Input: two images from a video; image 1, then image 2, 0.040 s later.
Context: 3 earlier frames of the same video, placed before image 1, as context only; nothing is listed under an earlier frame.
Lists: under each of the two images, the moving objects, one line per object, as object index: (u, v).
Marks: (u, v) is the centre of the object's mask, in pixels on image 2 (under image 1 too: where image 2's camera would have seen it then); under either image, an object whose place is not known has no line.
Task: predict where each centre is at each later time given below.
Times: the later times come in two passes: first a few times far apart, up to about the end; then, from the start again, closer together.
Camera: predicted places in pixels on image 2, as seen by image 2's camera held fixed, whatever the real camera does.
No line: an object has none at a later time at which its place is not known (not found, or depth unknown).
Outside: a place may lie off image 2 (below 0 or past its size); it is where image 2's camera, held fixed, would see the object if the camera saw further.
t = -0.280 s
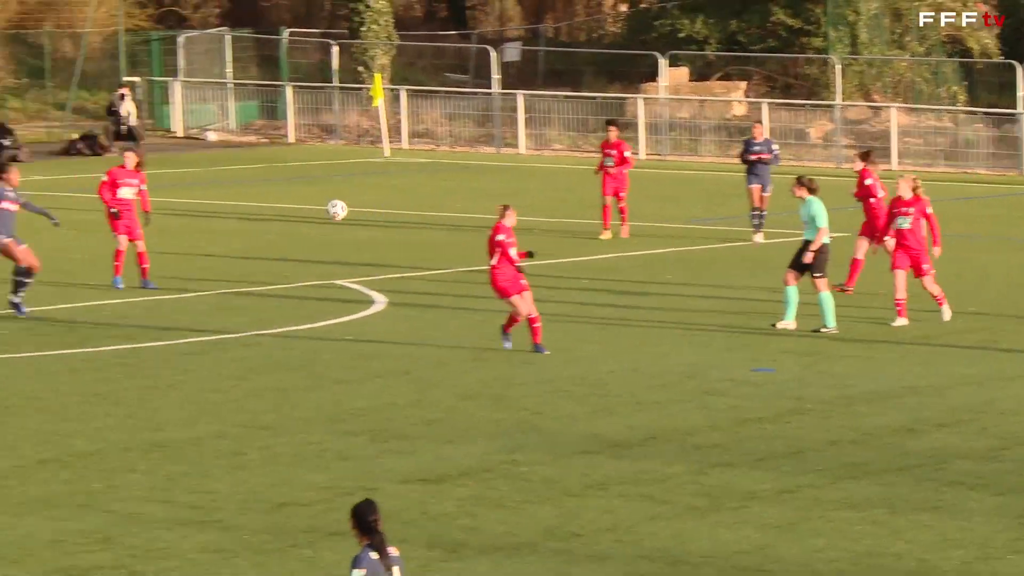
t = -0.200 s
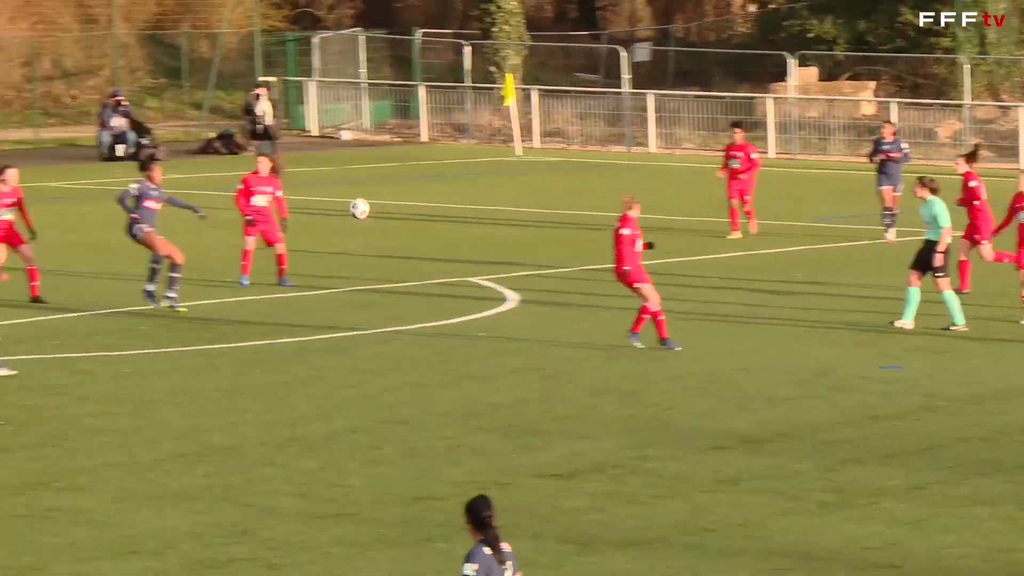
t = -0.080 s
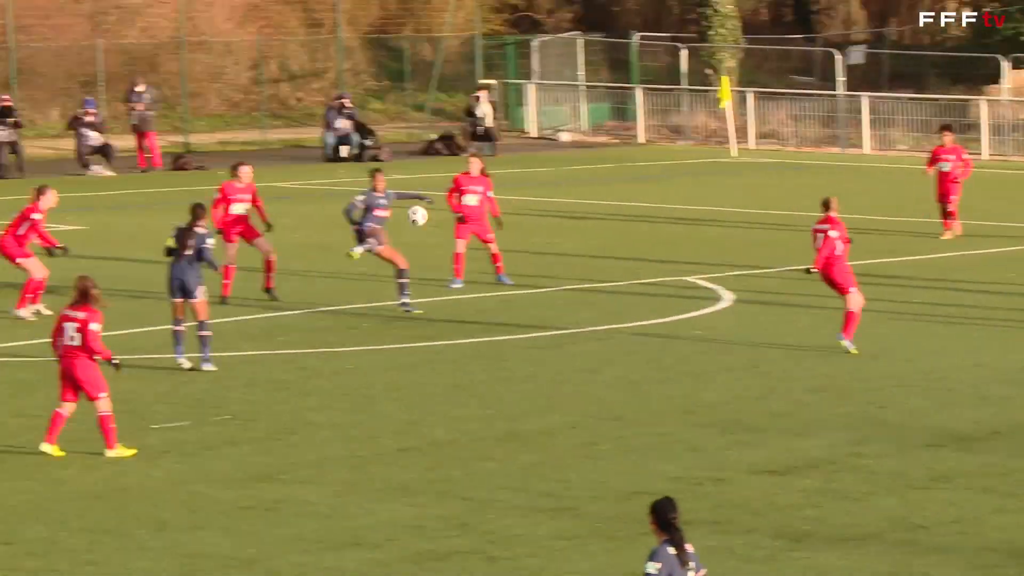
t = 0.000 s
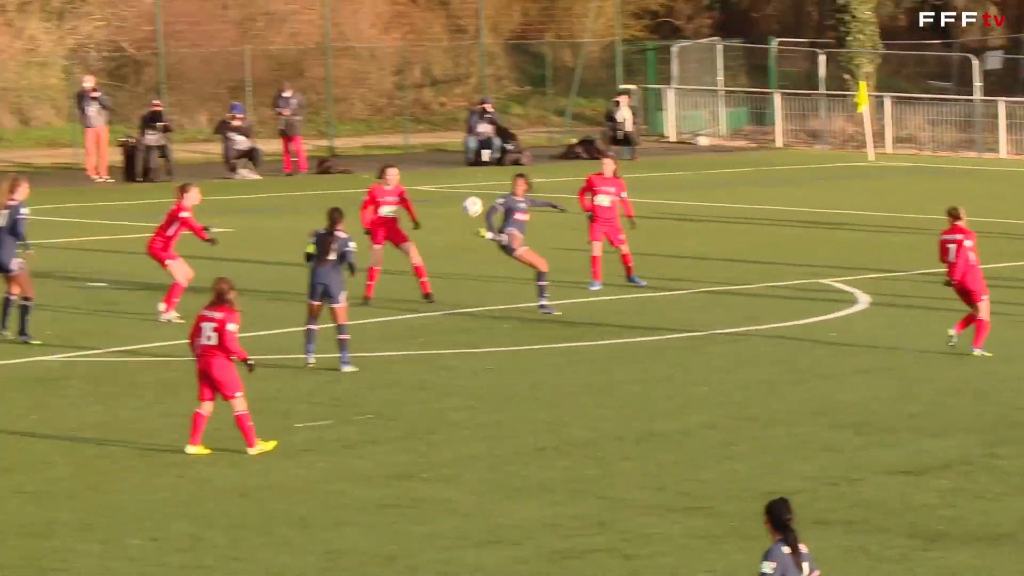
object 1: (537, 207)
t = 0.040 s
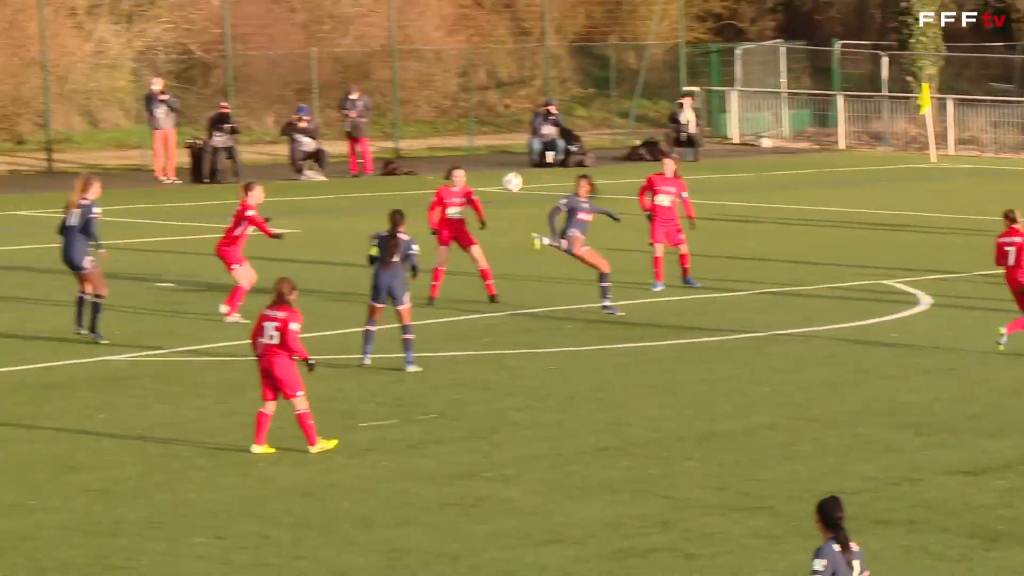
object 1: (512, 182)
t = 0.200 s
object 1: (414, 96)
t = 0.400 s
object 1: (303, 23)
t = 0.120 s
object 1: (463, 136)
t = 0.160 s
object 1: (439, 116)
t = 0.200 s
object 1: (414, 96)
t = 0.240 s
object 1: (389, 79)
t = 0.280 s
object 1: (365, 63)
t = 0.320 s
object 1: (344, 49)
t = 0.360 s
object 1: (323, 37)
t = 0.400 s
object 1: (303, 23)
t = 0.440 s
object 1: (279, 15)
